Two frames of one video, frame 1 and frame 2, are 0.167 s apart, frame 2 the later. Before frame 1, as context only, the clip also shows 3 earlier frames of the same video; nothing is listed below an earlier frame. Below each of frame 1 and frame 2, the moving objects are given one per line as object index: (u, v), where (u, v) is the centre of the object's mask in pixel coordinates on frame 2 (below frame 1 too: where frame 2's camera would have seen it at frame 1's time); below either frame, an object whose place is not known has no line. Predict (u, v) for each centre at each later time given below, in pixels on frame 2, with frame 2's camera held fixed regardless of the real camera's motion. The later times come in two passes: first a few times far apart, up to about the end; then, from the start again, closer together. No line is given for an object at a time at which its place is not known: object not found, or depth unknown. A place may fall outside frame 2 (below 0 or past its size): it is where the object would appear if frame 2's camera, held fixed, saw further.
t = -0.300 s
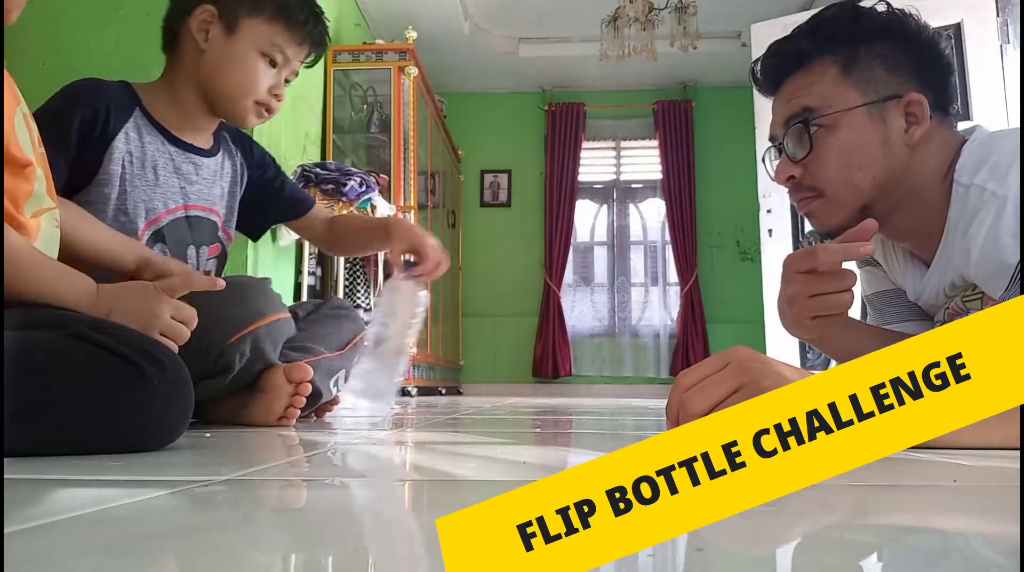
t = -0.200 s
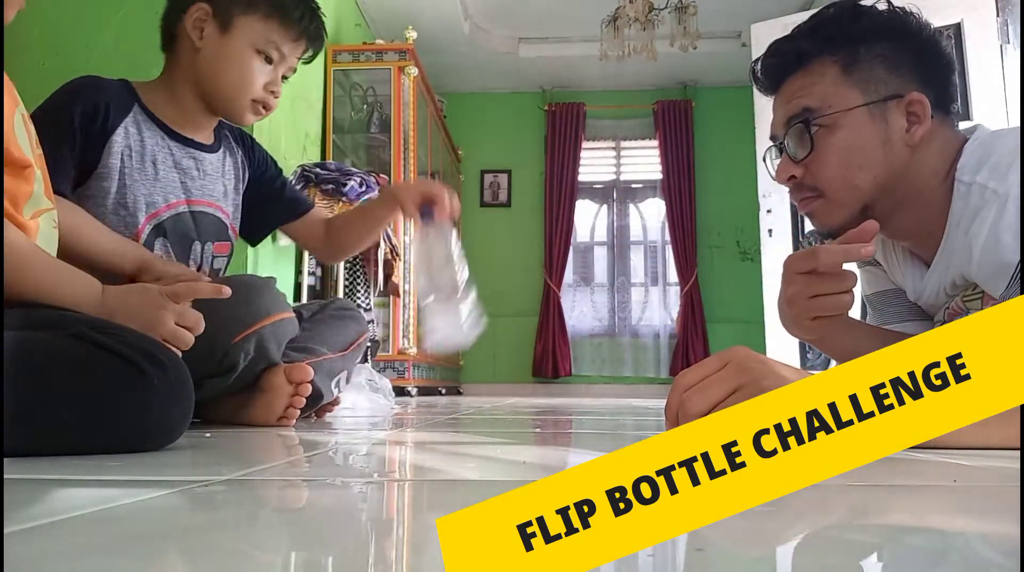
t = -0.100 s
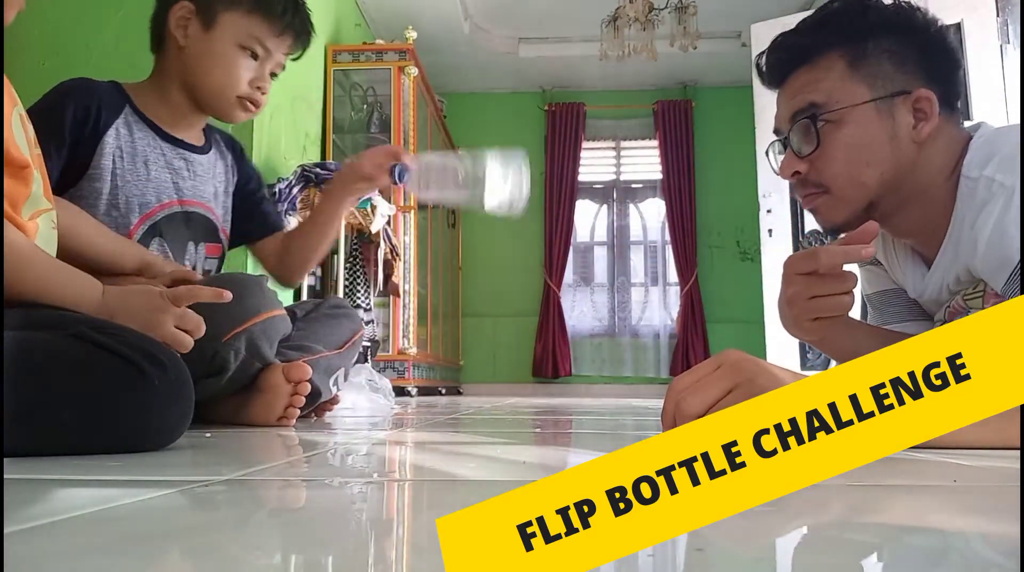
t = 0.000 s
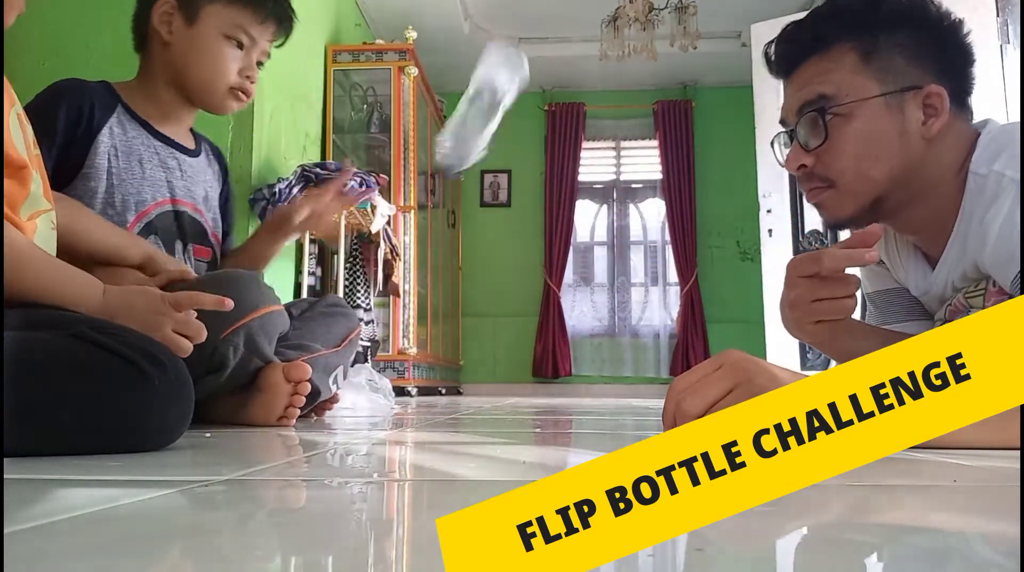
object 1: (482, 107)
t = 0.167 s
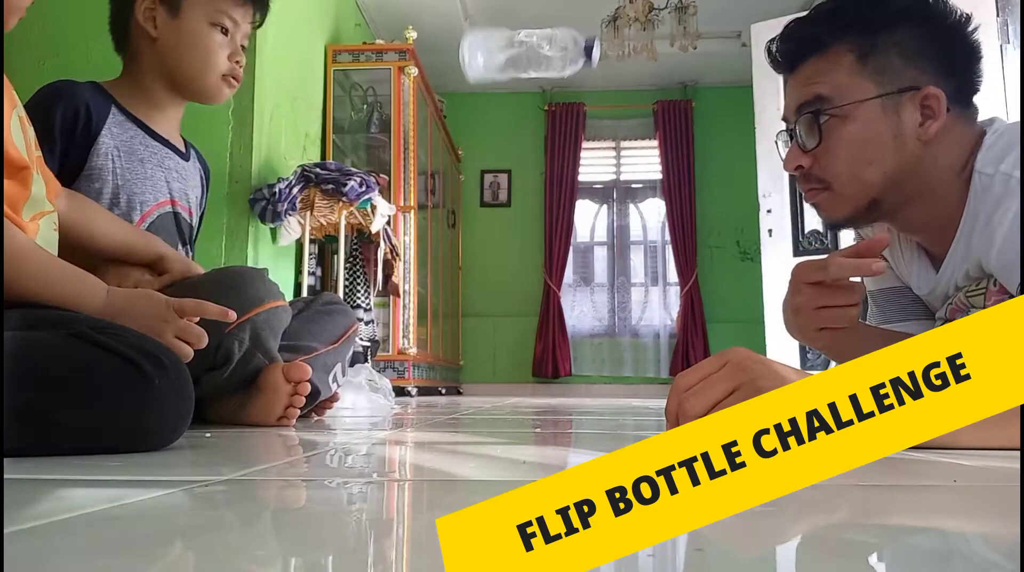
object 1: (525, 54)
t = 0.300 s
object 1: (509, 145)
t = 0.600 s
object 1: (480, 382)
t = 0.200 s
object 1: (522, 62)
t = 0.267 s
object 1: (514, 106)
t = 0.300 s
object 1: (509, 145)
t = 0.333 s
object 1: (503, 194)
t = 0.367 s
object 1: (499, 249)
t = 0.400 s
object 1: (495, 316)
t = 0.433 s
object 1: (487, 355)
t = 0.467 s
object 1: (484, 355)
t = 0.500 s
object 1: (485, 357)
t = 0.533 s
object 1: (484, 361)
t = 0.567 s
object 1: (481, 369)
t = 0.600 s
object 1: (480, 382)
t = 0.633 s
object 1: (480, 395)
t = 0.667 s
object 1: (476, 395)
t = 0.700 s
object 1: (475, 395)
